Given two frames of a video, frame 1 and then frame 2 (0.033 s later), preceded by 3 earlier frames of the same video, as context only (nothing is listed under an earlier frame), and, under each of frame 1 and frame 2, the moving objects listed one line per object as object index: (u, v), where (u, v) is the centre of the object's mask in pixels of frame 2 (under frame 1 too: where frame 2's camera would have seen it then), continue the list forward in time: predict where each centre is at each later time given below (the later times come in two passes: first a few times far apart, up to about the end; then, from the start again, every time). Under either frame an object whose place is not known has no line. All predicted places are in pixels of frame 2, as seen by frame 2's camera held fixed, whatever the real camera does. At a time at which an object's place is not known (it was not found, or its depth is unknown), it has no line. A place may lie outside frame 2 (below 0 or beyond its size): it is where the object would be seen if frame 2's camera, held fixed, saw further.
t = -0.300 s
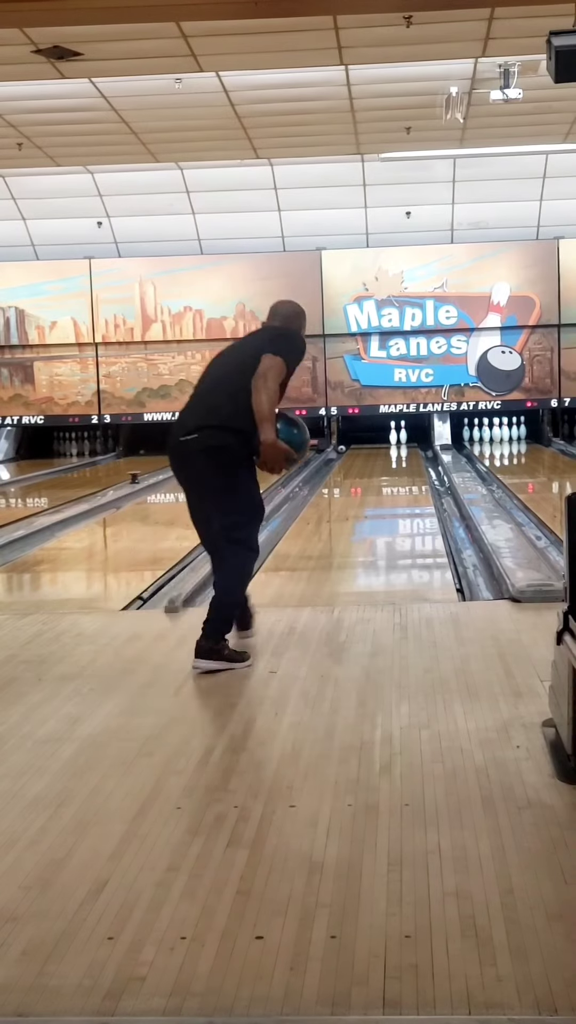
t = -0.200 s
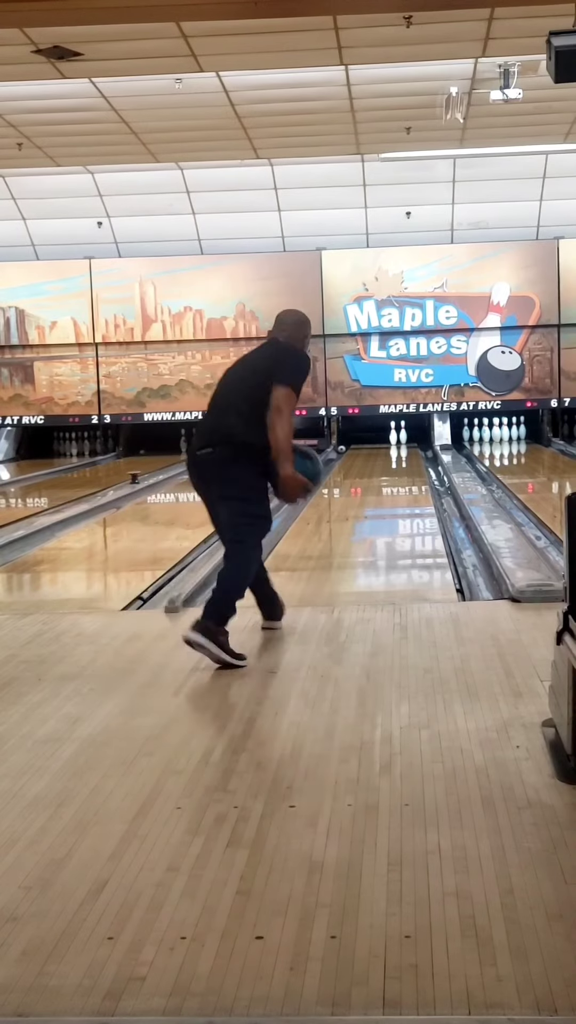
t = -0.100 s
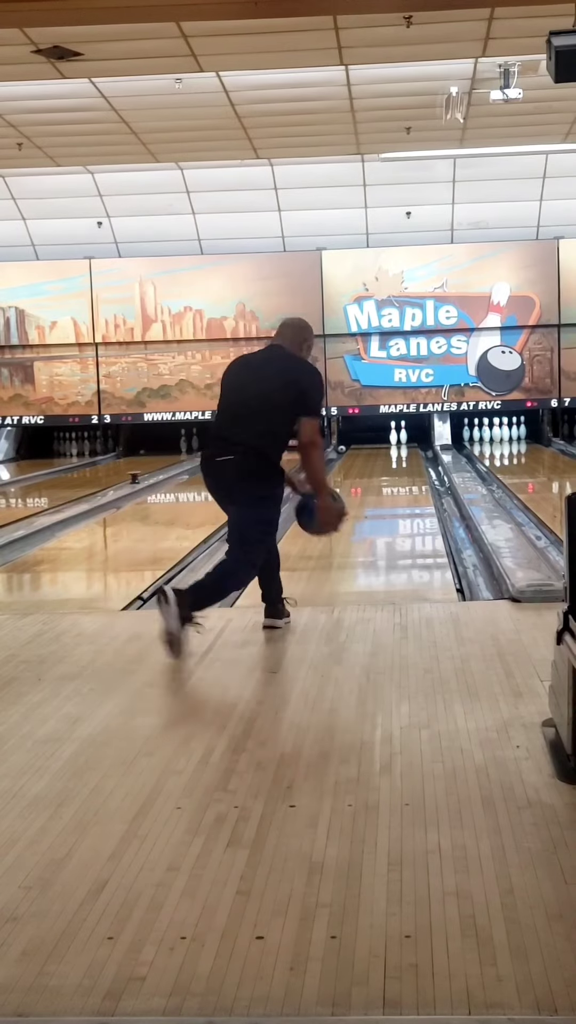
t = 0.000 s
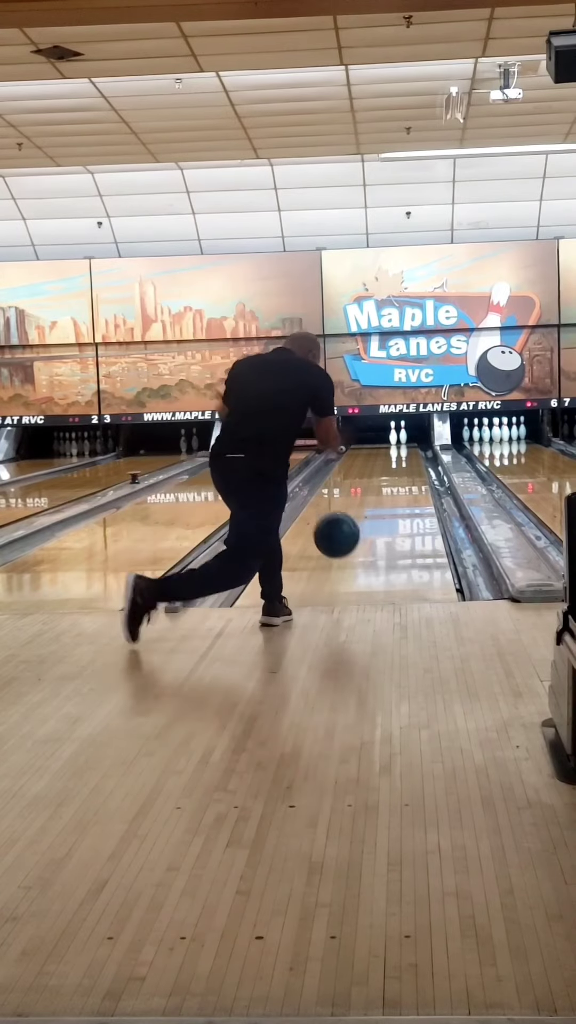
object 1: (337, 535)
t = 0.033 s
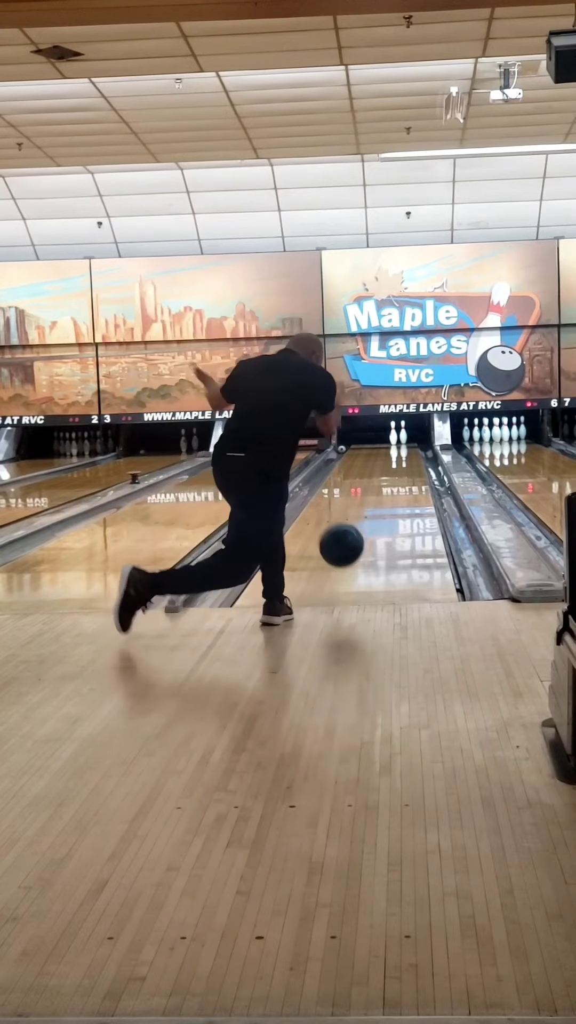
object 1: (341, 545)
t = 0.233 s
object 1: (362, 546)
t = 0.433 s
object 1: (376, 526)
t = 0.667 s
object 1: (388, 508)
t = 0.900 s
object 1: (397, 493)
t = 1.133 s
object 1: (402, 482)
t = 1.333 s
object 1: (406, 474)
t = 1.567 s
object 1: (407, 466)
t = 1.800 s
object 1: (407, 459)
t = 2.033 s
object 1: (405, 454)
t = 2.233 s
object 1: (403, 451)
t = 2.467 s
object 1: (400, 447)
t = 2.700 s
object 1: (396, 443)
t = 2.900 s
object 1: (392, 441)
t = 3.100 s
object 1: (388, 439)
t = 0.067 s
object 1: (346, 556)
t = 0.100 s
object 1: (350, 567)
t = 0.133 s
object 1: (353, 558)
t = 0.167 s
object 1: (356, 552)
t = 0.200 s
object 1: (359, 547)
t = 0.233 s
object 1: (362, 546)
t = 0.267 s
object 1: (365, 545)
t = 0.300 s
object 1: (367, 541)
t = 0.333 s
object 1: (370, 537)
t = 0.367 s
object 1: (372, 533)
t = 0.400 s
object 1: (374, 530)
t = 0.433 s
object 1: (376, 526)
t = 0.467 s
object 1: (378, 523)
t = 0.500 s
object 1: (380, 520)
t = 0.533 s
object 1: (382, 518)
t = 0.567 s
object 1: (383, 515)
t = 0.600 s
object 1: (385, 513)
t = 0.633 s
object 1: (387, 510)
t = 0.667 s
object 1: (388, 508)
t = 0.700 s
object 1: (389, 506)
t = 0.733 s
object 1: (391, 503)
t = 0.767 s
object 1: (392, 501)
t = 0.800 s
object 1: (393, 499)
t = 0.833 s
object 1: (394, 497)
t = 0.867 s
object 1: (395, 495)
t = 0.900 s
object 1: (397, 493)
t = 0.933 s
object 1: (397, 492)
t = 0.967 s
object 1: (398, 490)
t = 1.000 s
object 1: (399, 488)
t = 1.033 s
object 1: (400, 486)
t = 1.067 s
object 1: (401, 485)
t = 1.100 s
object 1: (402, 483)
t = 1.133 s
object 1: (402, 482)
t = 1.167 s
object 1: (403, 480)
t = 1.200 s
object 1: (403, 479)
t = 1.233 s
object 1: (404, 478)
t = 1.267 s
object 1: (405, 476)
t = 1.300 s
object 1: (405, 475)
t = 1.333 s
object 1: (406, 474)
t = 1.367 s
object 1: (406, 473)
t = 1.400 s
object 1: (406, 472)
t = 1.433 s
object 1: (406, 470)
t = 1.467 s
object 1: (407, 469)
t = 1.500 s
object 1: (407, 468)
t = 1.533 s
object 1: (407, 467)
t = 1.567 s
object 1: (407, 466)
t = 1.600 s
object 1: (407, 465)
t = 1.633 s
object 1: (407, 464)
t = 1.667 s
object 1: (407, 463)
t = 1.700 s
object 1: (407, 462)
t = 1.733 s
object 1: (407, 461)
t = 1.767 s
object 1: (407, 460)
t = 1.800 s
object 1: (407, 459)
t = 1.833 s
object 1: (407, 458)
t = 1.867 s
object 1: (407, 458)
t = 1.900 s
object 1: (406, 457)
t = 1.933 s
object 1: (406, 457)
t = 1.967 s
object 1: (406, 456)
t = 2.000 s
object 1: (405, 455)
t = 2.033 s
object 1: (405, 454)
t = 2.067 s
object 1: (405, 453)
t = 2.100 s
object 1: (405, 453)
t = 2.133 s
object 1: (404, 452)
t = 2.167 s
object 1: (404, 452)
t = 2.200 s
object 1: (404, 451)
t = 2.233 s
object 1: (403, 451)
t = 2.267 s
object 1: (403, 450)
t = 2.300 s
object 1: (403, 449)
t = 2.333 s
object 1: (402, 449)
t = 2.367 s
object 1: (401, 448)
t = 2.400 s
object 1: (401, 448)
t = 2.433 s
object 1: (401, 447)
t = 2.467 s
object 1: (400, 447)
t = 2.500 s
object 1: (399, 446)
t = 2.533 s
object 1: (399, 446)
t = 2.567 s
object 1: (398, 445)
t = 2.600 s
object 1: (398, 445)
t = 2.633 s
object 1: (397, 444)
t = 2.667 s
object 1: (396, 444)
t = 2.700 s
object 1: (396, 443)
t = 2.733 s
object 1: (395, 443)
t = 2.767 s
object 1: (395, 443)
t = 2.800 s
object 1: (393, 442)
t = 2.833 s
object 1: (393, 442)
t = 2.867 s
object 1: (393, 442)
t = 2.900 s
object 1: (392, 441)
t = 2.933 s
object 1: (391, 441)
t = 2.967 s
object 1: (392, 441)
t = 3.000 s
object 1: (390, 440)
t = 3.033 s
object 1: (389, 439)
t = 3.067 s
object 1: (388, 439)
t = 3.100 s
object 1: (388, 439)
